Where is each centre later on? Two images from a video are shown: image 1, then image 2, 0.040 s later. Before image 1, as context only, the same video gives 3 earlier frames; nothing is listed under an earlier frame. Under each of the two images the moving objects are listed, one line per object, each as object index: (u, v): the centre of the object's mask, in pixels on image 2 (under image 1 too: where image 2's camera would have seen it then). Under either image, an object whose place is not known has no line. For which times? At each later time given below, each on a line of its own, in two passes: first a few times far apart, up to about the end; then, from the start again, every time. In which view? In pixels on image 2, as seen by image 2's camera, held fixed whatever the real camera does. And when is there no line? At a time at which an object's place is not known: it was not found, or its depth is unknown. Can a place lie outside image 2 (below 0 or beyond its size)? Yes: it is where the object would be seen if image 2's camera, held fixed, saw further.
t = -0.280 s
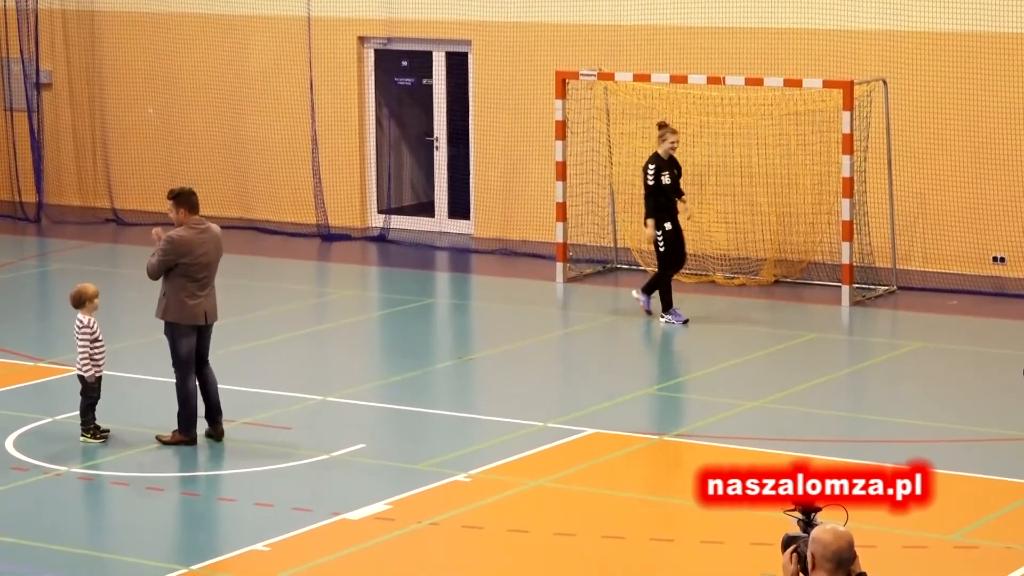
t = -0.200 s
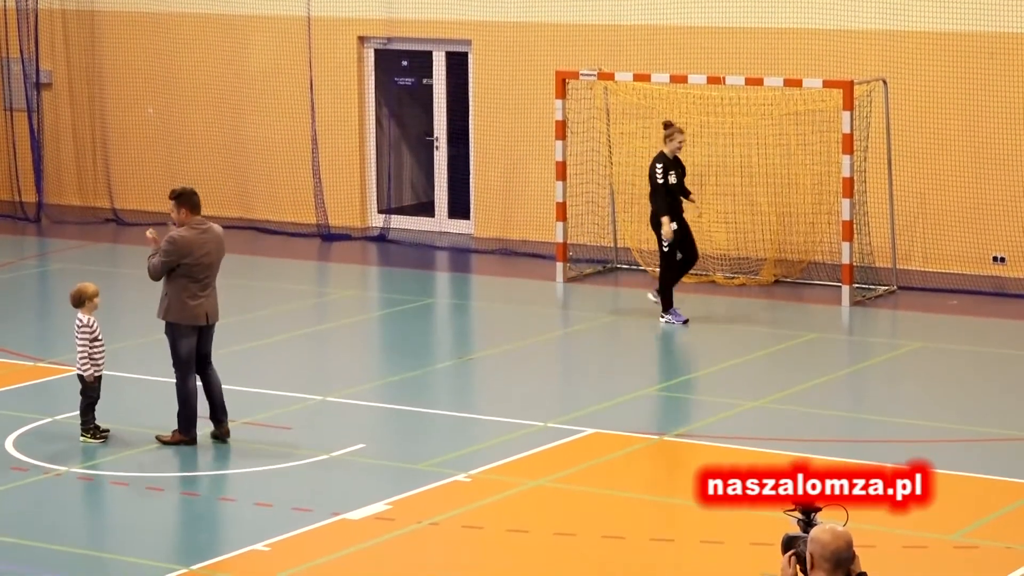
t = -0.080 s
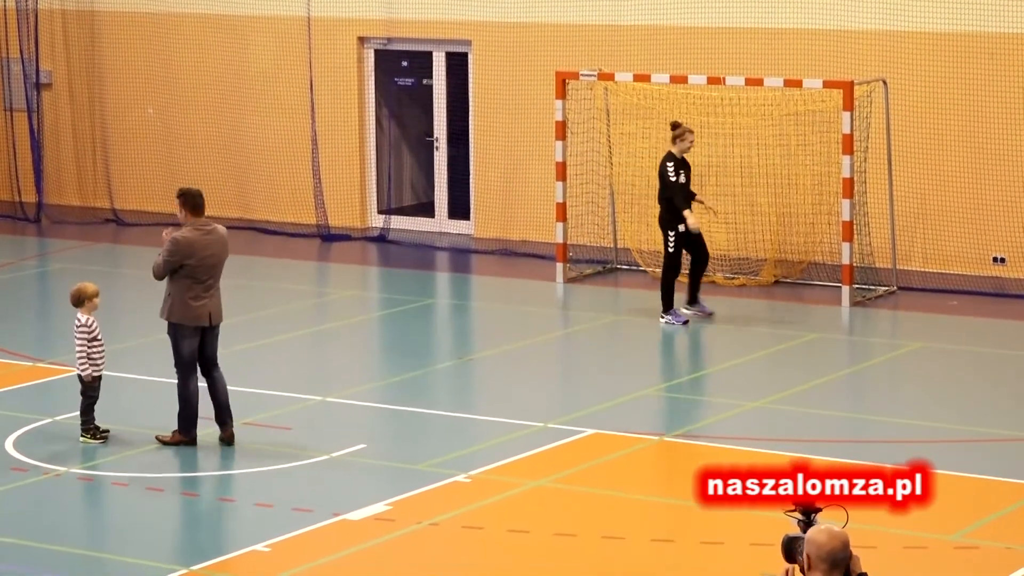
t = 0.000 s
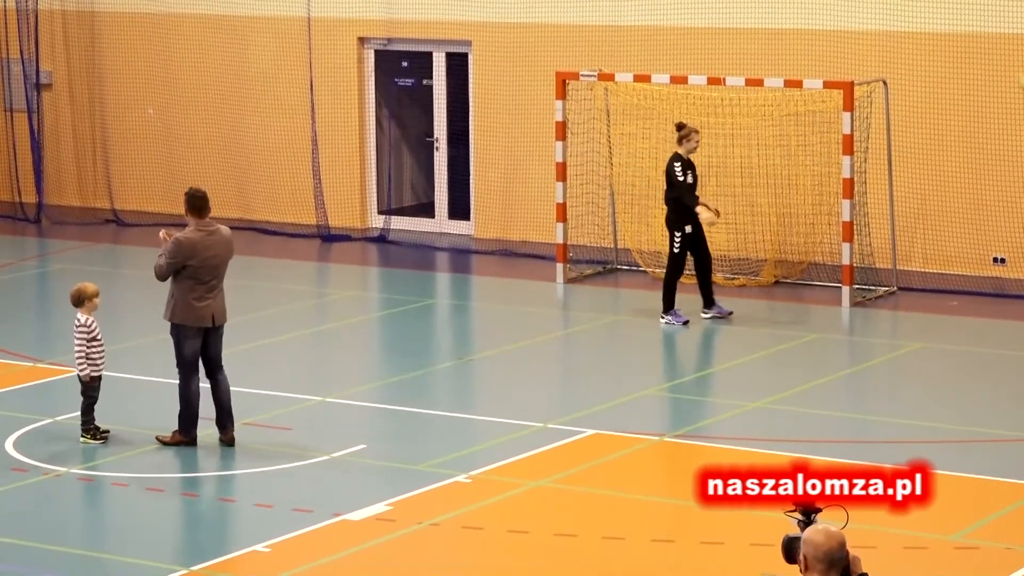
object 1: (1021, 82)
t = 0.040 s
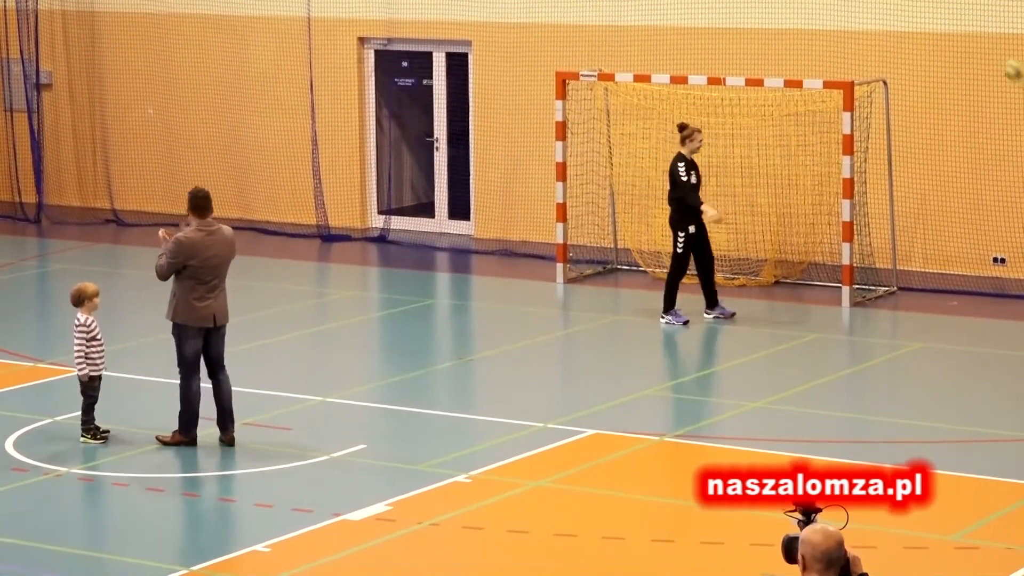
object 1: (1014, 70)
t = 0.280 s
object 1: (919, 33)
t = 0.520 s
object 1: (825, 60)
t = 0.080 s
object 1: (998, 60)
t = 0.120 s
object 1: (981, 50)
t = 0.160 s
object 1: (967, 43)
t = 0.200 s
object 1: (952, 38)
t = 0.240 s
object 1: (935, 34)
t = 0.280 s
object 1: (919, 33)
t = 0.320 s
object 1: (902, 34)
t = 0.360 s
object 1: (887, 35)
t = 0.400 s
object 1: (872, 38)
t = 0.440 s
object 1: (856, 44)
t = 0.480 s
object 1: (841, 51)
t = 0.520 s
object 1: (825, 60)
